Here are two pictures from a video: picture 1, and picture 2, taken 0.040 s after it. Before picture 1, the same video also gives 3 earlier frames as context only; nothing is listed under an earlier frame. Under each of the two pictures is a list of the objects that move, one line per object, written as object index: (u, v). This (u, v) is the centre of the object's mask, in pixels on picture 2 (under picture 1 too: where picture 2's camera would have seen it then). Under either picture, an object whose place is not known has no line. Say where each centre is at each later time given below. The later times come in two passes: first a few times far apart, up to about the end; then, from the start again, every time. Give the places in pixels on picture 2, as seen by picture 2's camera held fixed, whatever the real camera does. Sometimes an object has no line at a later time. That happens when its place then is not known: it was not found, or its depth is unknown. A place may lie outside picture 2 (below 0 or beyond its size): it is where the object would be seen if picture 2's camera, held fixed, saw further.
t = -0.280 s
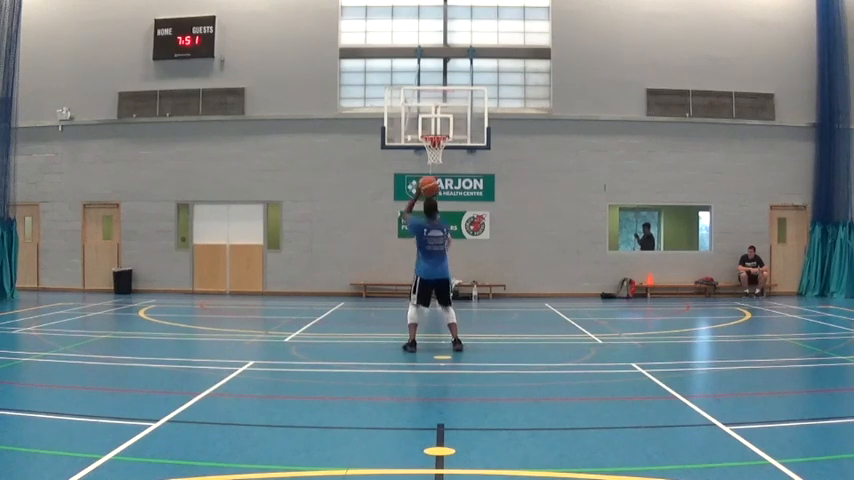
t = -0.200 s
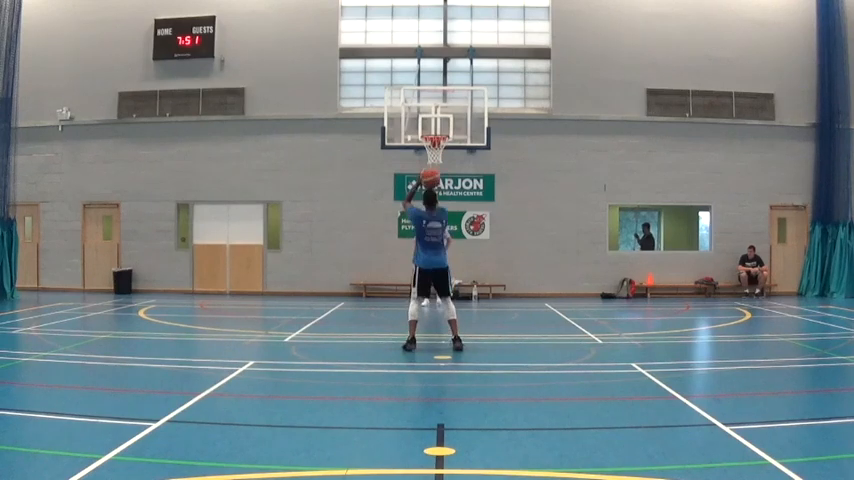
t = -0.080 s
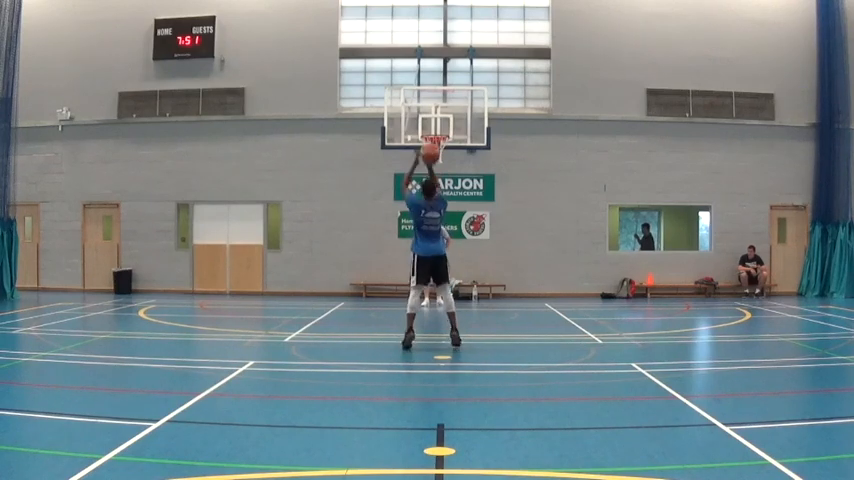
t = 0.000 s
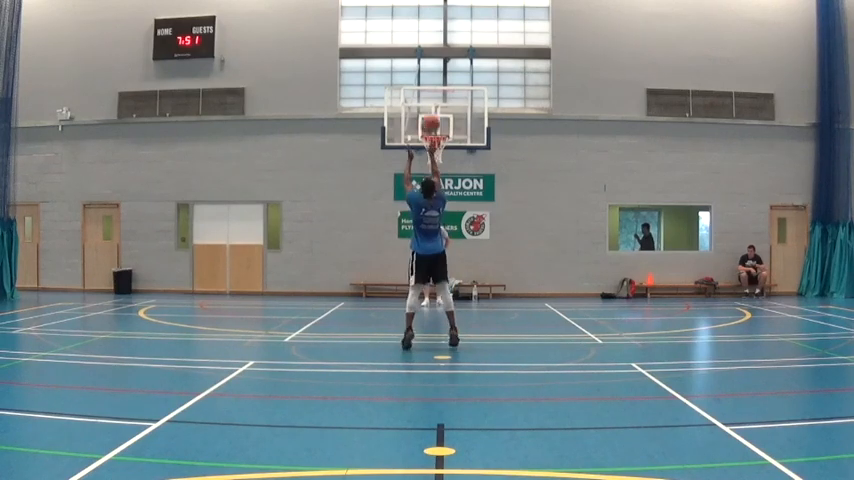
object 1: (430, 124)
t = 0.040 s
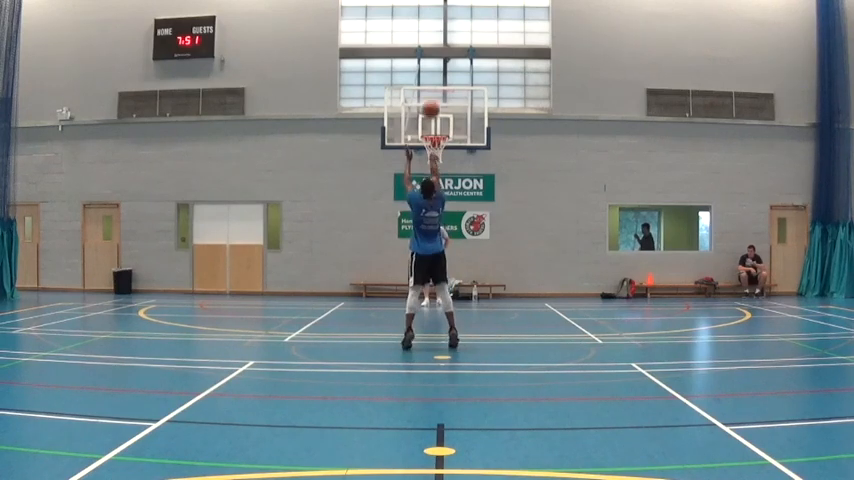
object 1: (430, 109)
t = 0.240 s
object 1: (431, 60)
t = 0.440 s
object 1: (431, 45)
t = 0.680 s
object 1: (431, 60)
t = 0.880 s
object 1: (432, 96)
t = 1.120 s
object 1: (438, 156)
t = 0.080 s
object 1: (431, 96)
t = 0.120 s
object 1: (431, 85)
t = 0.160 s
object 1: (431, 76)
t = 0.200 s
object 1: (431, 67)
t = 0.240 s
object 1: (431, 60)
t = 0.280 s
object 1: (431, 55)
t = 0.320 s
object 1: (431, 50)
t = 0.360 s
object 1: (431, 48)
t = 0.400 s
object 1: (431, 47)
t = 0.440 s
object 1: (431, 45)
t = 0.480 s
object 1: (431, 46)
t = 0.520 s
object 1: (431, 46)
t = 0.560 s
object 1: (431, 48)
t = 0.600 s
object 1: (431, 51)
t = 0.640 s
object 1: (431, 55)
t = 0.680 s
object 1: (431, 60)
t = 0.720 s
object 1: (431, 66)
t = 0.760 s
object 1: (431, 72)
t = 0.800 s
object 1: (431, 79)
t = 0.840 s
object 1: (431, 88)
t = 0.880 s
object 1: (432, 96)
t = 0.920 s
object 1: (431, 106)
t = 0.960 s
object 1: (432, 117)
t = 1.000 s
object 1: (432, 128)
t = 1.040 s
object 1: (431, 142)
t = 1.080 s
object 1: (435, 142)
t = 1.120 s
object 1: (438, 156)
